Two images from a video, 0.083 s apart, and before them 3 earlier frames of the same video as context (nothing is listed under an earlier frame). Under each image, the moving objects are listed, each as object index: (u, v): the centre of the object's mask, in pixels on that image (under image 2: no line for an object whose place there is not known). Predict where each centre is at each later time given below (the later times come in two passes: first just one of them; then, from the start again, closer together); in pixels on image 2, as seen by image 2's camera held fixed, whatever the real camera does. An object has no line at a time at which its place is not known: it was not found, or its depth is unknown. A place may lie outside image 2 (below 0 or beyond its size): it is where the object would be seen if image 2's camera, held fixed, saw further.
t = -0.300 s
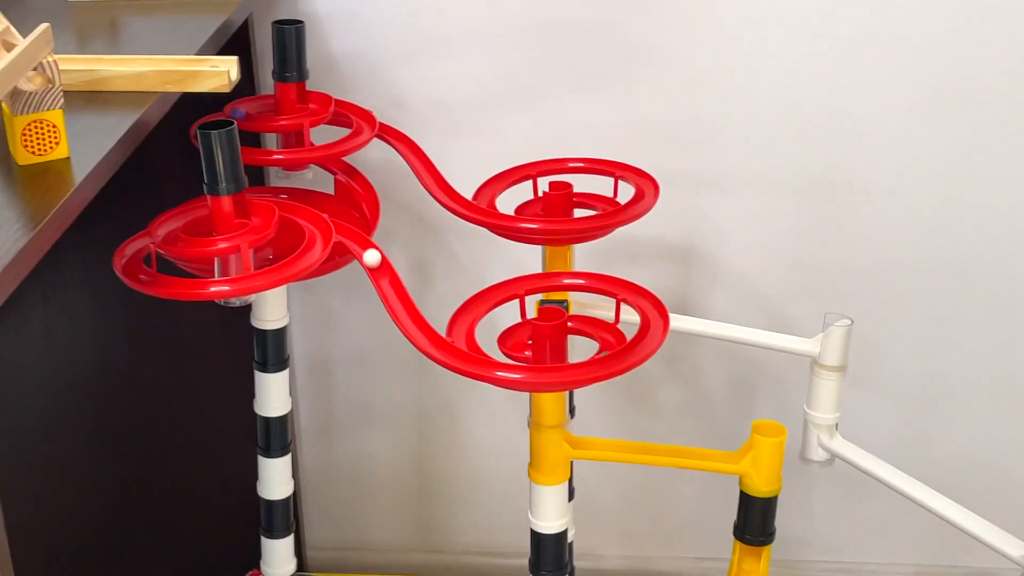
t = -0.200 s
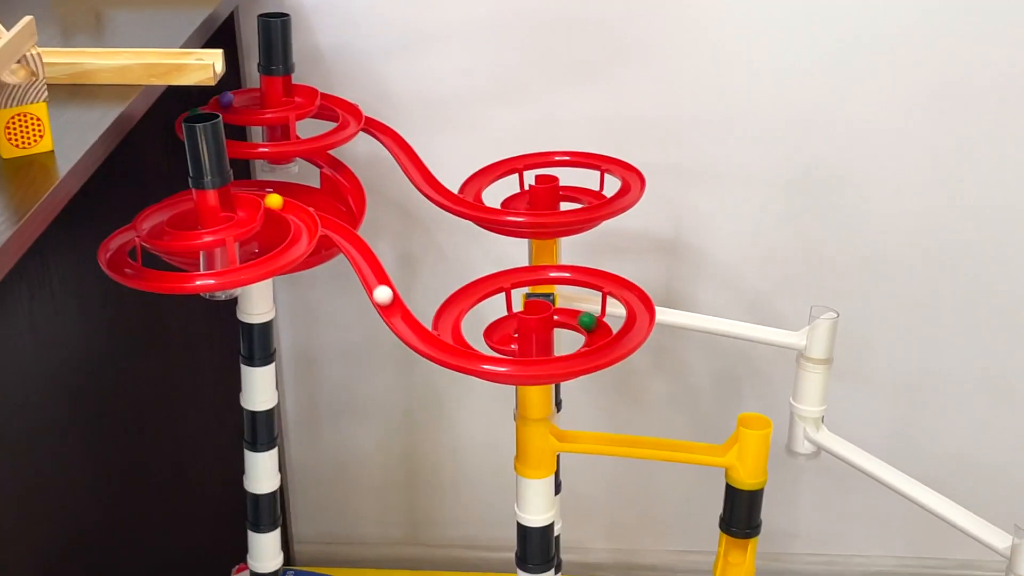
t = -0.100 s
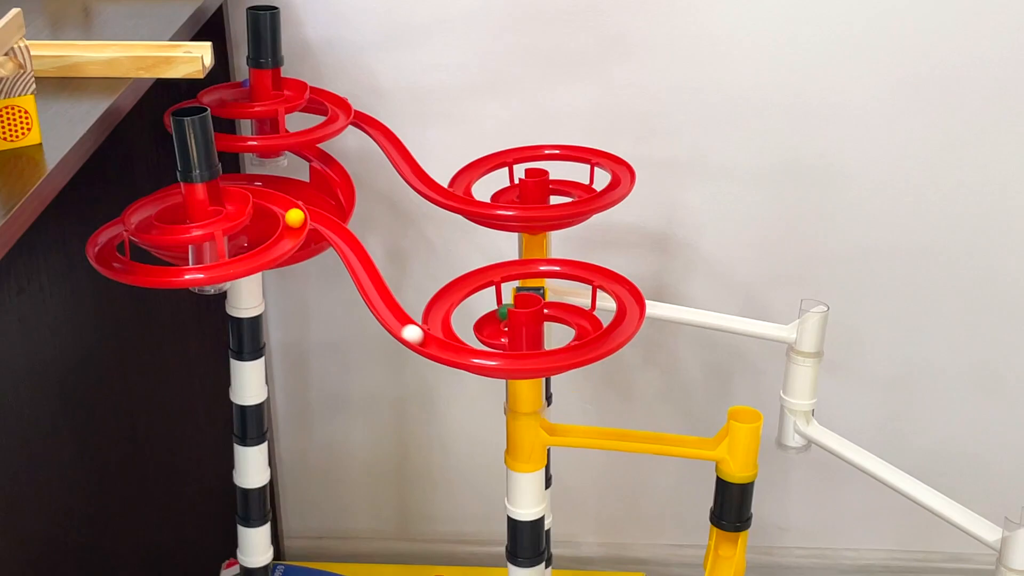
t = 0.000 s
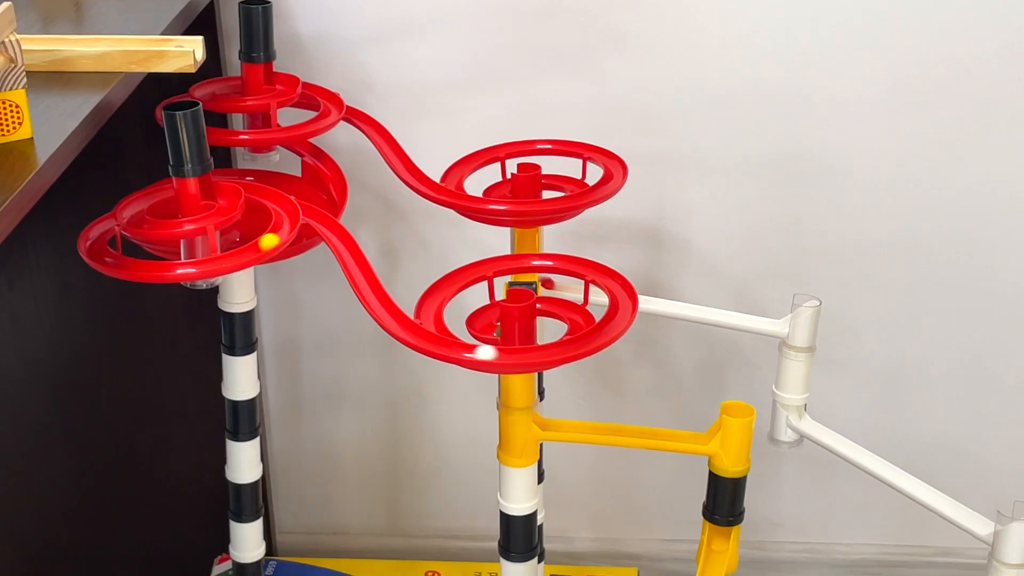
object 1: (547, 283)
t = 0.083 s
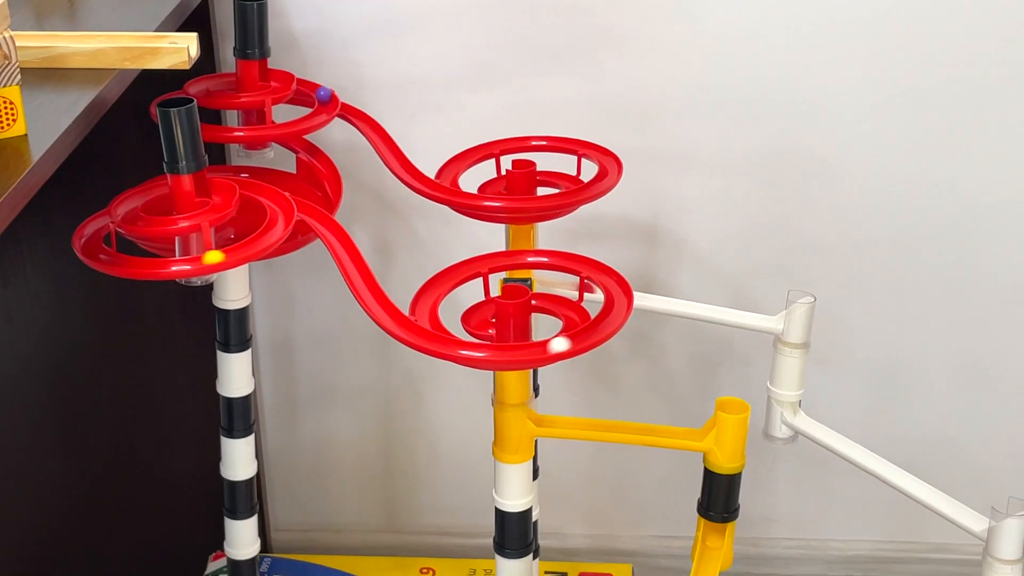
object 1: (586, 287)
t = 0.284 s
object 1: (717, 310)
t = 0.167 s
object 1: (638, 296)
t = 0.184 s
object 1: (646, 299)
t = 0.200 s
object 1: (657, 300)
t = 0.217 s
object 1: (669, 302)
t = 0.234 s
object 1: (680, 305)
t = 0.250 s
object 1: (693, 307)
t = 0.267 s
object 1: (705, 309)
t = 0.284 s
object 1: (717, 310)
